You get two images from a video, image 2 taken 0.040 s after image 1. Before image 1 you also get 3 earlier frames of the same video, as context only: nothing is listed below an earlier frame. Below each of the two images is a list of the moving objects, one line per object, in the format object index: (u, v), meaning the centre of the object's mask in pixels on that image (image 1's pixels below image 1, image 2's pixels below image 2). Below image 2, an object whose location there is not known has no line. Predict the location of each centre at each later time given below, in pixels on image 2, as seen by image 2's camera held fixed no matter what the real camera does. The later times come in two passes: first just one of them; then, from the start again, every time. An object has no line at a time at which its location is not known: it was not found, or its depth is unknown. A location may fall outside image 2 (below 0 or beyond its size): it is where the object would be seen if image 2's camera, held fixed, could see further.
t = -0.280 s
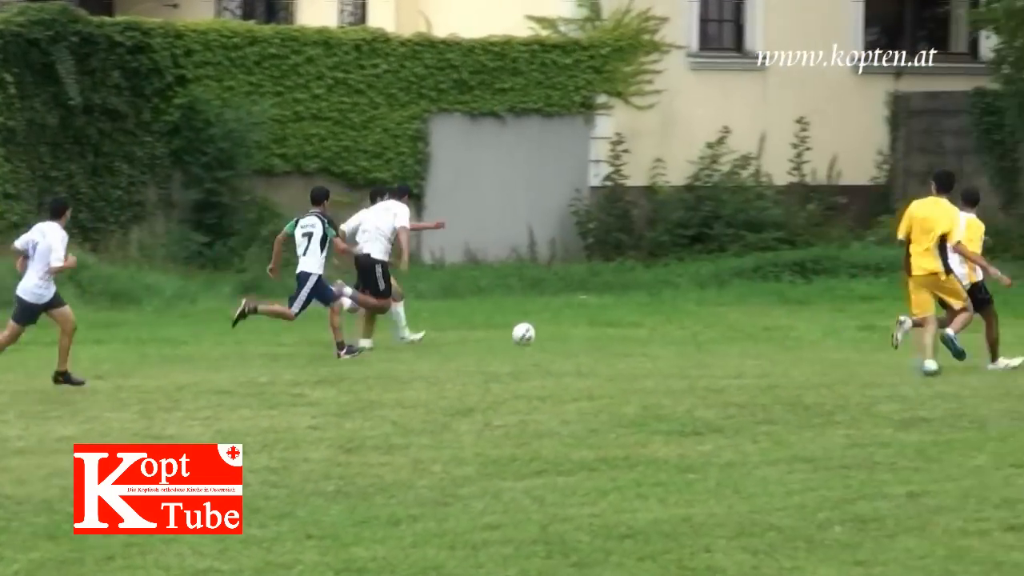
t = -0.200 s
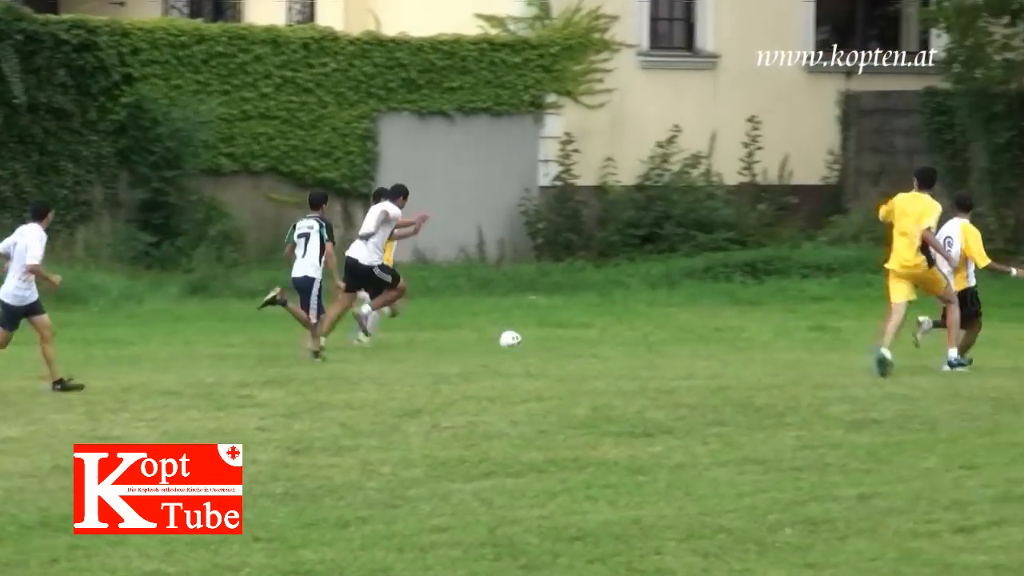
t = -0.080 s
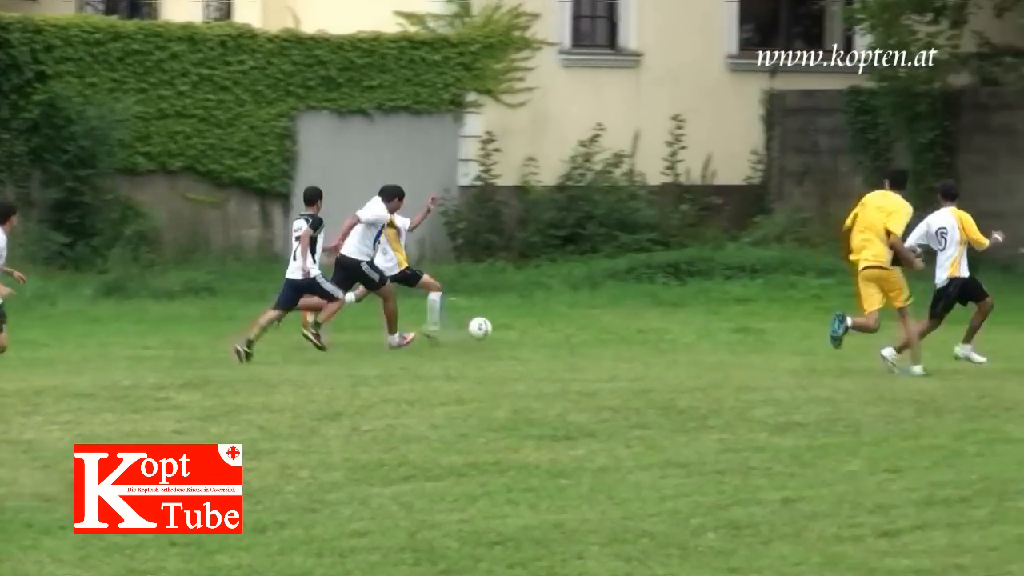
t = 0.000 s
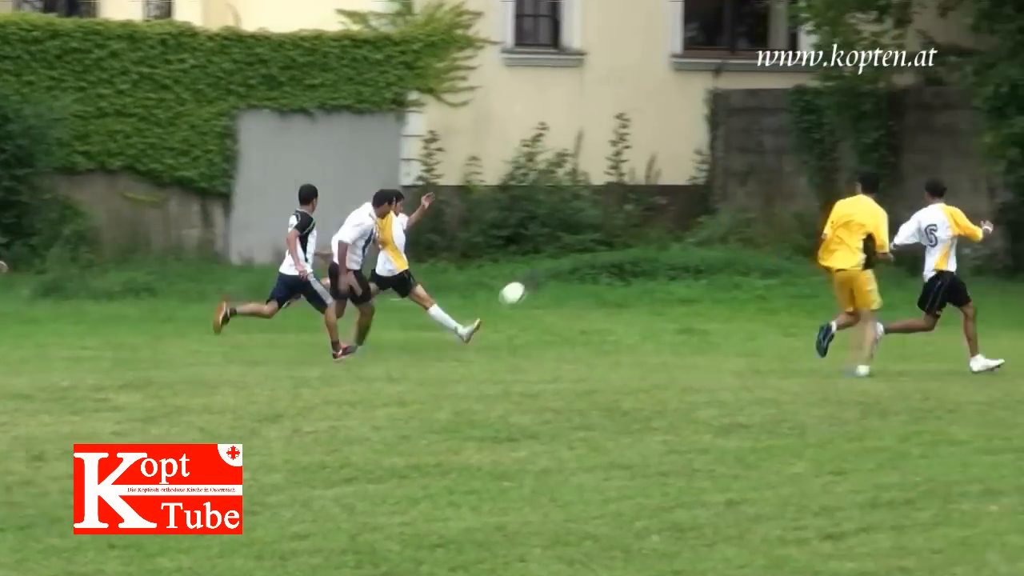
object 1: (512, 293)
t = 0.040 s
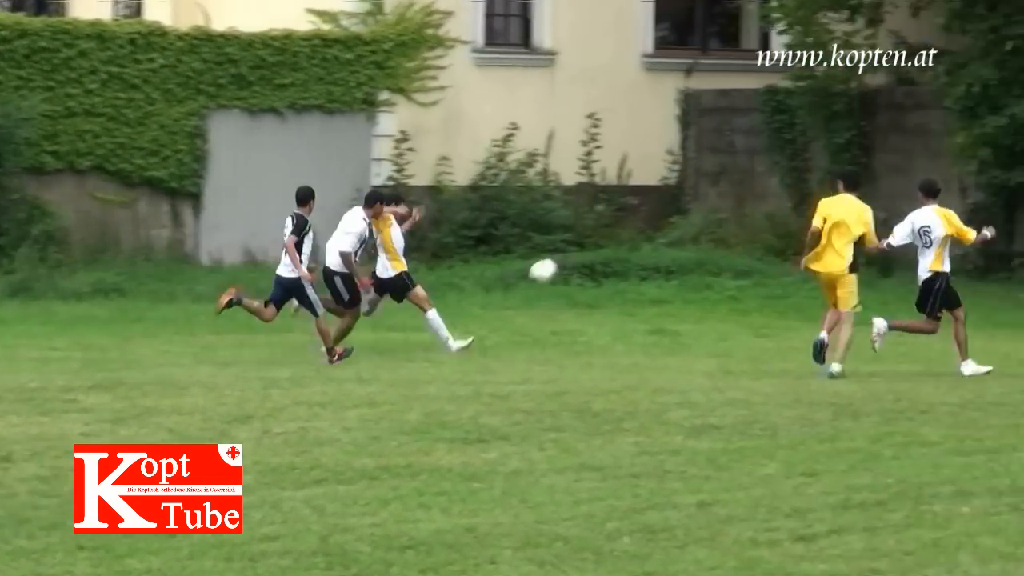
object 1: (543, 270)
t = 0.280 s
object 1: (896, 155)
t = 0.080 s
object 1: (602, 248)
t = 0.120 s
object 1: (662, 228)
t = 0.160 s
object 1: (721, 207)
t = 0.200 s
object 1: (779, 187)
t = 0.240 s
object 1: (837, 170)
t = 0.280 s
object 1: (896, 155)
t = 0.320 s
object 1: (953, 140)
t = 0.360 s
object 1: (1013, 125)
